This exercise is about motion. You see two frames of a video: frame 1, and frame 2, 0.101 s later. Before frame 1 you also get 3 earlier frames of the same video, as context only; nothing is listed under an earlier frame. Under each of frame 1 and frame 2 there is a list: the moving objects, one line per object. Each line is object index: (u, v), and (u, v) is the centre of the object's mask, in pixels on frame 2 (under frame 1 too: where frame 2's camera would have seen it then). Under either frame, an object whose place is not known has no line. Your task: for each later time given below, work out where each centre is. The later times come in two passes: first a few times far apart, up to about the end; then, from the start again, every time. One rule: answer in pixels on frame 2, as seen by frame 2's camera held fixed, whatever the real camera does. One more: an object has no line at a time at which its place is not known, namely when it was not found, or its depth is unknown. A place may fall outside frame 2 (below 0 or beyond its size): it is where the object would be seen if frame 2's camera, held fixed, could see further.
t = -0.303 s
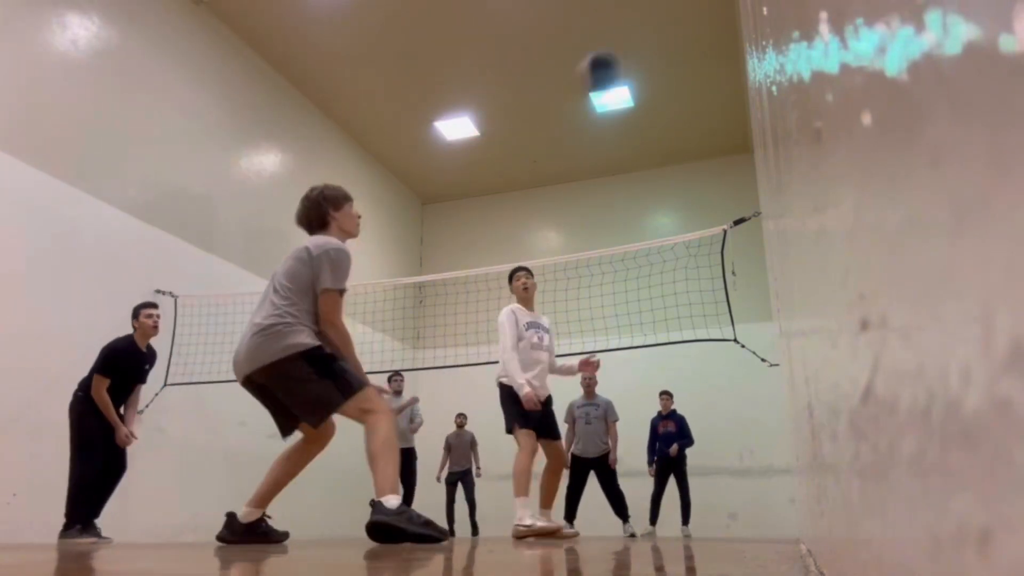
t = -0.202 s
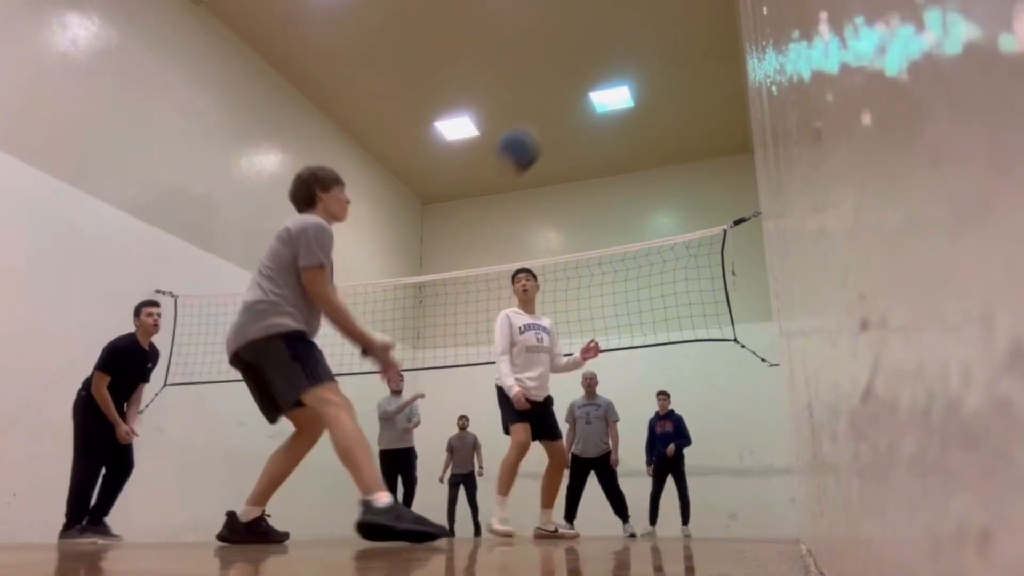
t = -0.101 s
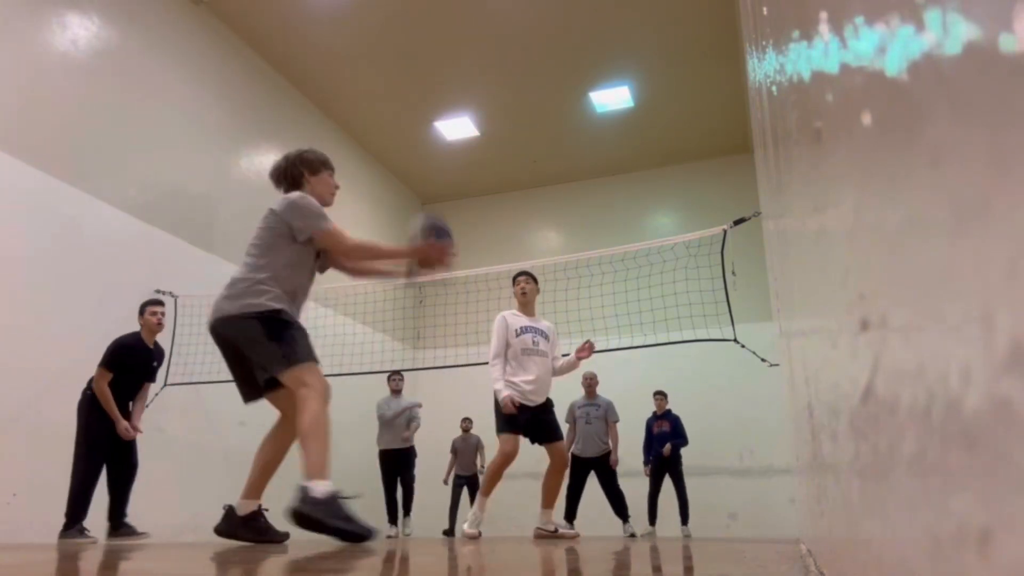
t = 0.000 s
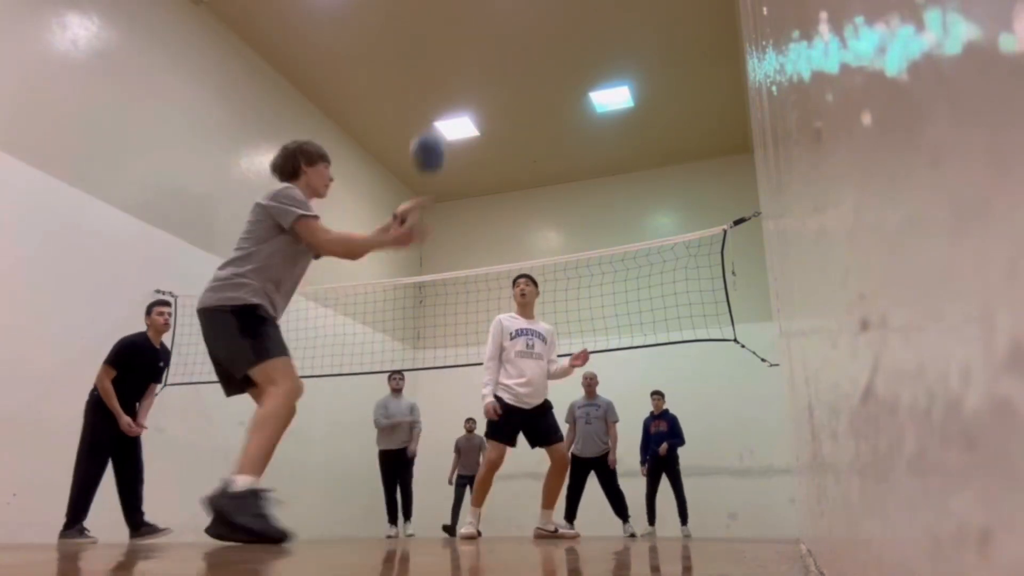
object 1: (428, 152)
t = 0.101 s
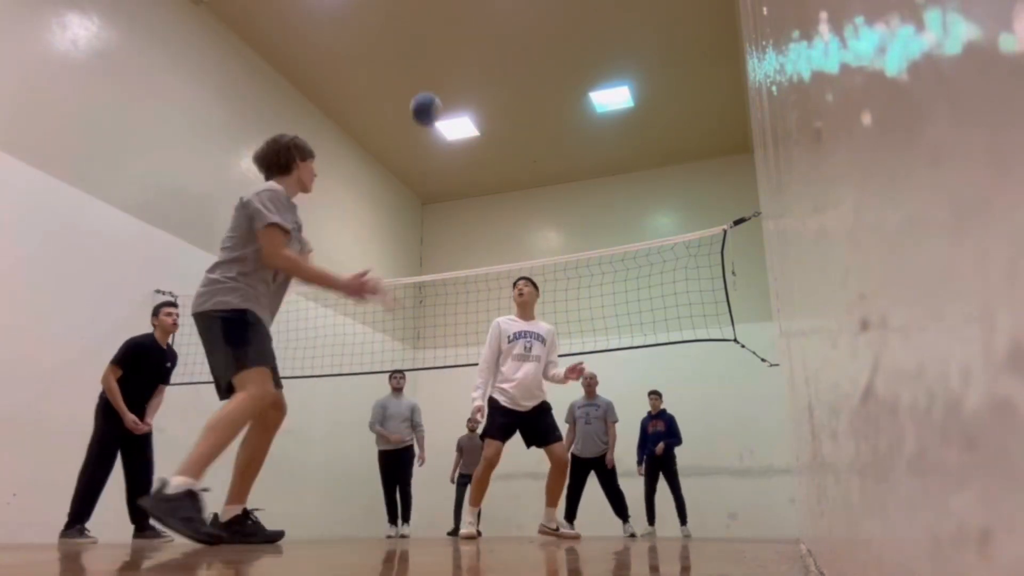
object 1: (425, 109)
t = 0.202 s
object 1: (423, 91)
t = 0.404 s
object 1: (419, 97)
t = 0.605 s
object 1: (413, 137)
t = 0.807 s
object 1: (409, 196)
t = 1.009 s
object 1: (400, 269)
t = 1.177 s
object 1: (393, 341)
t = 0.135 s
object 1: (425, 101)
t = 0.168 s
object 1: (425, 94)
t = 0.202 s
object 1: (423, 91)
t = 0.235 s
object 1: (423, 90)
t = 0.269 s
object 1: (423, 88)
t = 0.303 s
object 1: (422, 89)
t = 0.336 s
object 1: (421, 91)
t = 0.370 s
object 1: (420, 94)
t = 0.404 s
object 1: (419, 97)
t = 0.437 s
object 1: (419, 103)
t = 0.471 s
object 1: (417, 108)
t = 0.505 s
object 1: (416, 114)
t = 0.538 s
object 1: (416, 121)
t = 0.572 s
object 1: (416, 129)
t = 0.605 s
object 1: (413, 137)
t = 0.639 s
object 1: (412, 143)
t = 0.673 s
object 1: (411, 155)
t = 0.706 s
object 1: (410, 164)
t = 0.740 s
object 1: (410, 173)
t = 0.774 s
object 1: (408, 184)
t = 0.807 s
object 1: (409, 196)
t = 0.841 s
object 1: (406, 207)
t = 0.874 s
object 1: (404, 217)
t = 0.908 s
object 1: (403, 230)
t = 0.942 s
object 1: (402, 244)
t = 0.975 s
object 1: (401, 256)
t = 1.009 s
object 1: (400, 269)
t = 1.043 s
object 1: (399, 282)
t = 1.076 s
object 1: (398, 298)
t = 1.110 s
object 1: (396, 310)
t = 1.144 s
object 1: (394, 326)
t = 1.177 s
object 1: (393, 341)
